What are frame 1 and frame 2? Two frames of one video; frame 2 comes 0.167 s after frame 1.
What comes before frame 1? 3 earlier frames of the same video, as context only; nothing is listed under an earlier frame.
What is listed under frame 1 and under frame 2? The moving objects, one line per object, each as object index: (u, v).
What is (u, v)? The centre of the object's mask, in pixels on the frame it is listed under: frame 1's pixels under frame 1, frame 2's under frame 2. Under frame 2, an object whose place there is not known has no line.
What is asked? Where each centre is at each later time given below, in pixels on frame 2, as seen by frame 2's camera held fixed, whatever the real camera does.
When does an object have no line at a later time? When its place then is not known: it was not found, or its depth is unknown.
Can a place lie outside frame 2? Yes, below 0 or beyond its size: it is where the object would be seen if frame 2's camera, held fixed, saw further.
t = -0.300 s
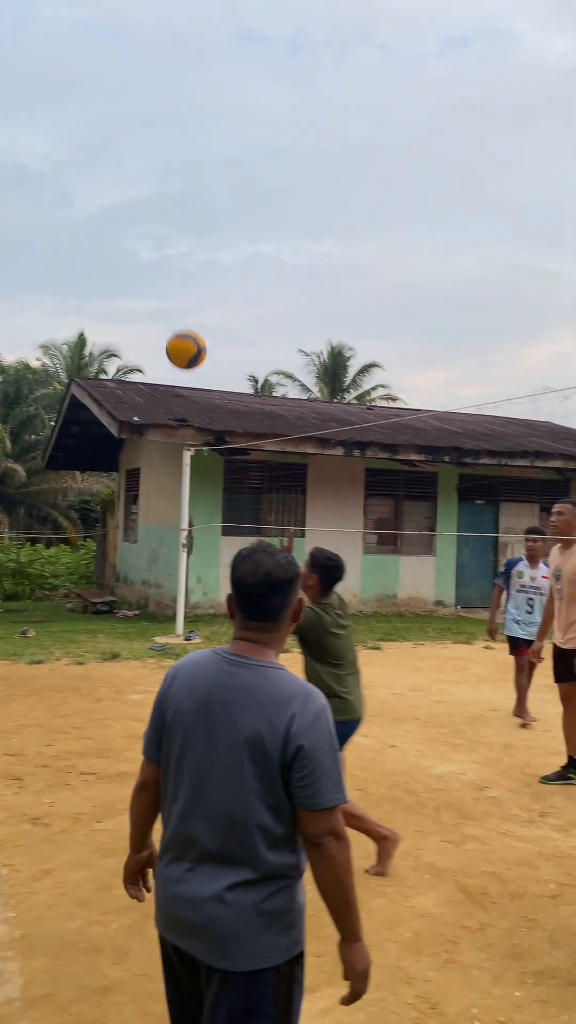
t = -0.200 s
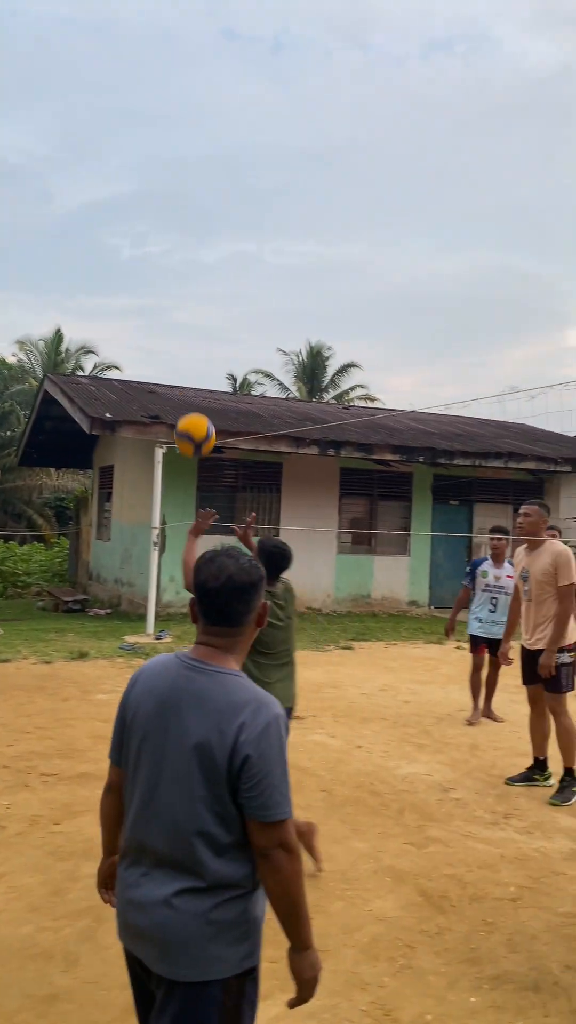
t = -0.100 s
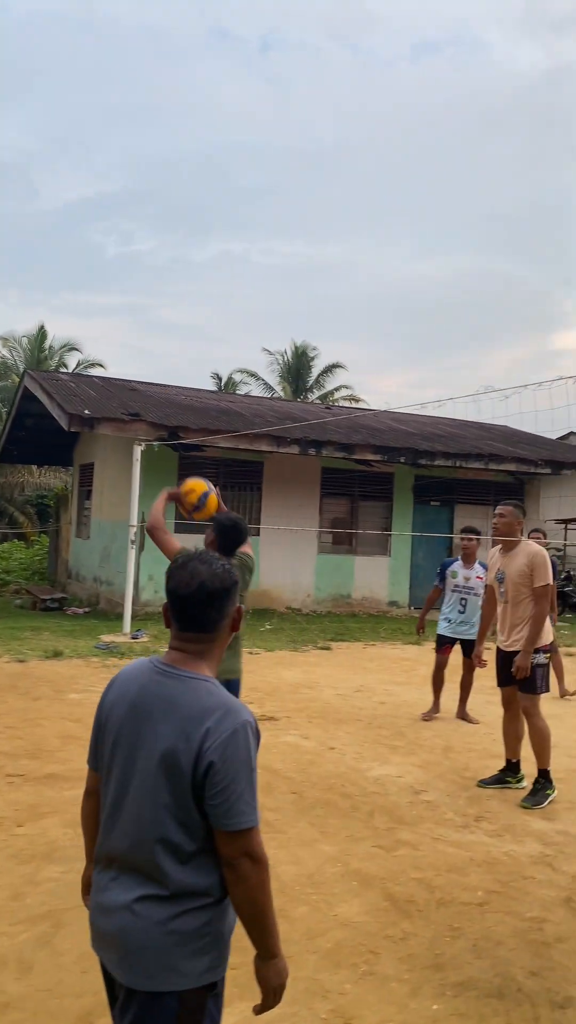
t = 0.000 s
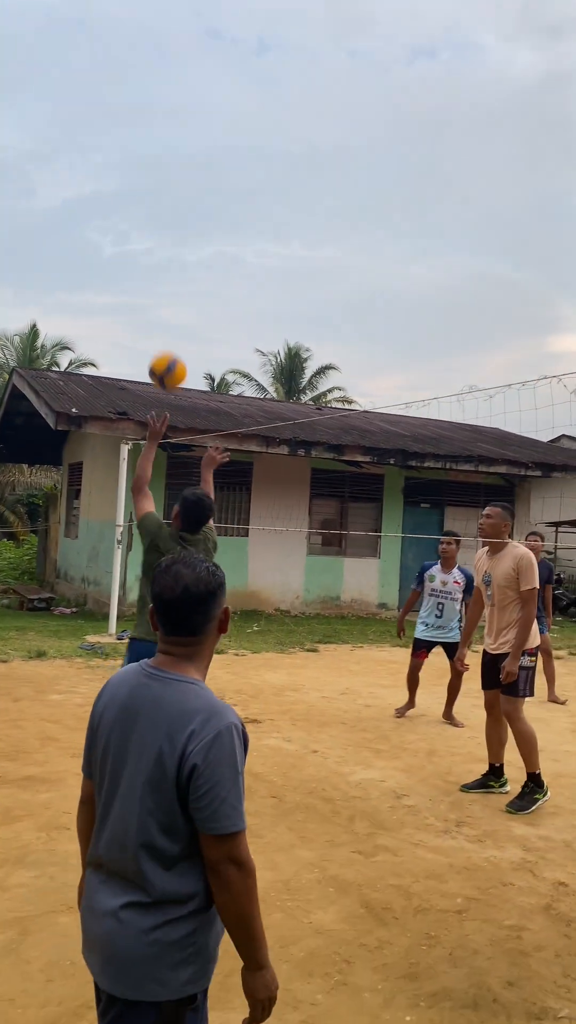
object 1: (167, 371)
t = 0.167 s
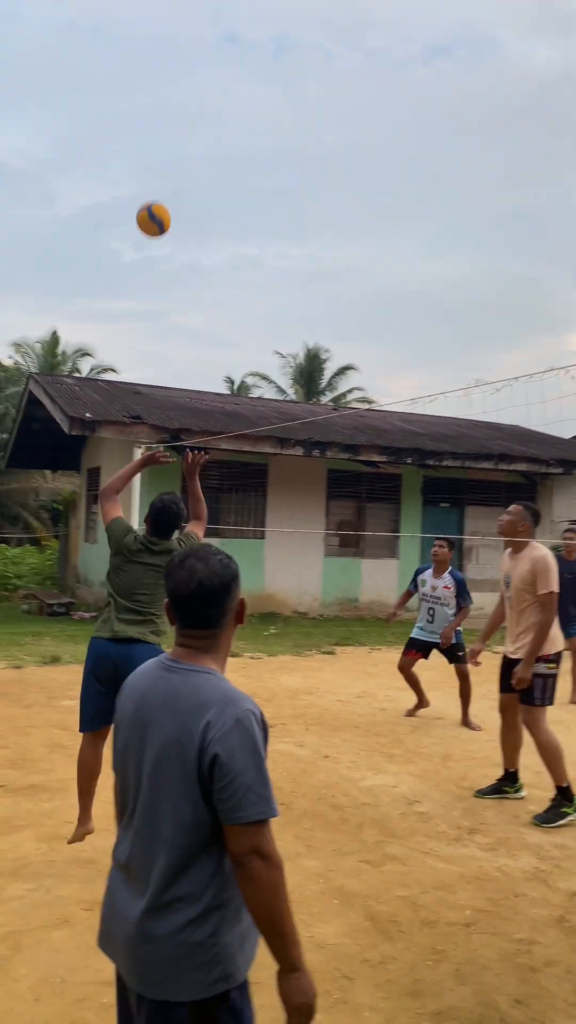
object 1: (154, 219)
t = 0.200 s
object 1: (150, 198)
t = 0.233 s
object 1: (146, 181)
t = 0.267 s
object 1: (143, 166)
